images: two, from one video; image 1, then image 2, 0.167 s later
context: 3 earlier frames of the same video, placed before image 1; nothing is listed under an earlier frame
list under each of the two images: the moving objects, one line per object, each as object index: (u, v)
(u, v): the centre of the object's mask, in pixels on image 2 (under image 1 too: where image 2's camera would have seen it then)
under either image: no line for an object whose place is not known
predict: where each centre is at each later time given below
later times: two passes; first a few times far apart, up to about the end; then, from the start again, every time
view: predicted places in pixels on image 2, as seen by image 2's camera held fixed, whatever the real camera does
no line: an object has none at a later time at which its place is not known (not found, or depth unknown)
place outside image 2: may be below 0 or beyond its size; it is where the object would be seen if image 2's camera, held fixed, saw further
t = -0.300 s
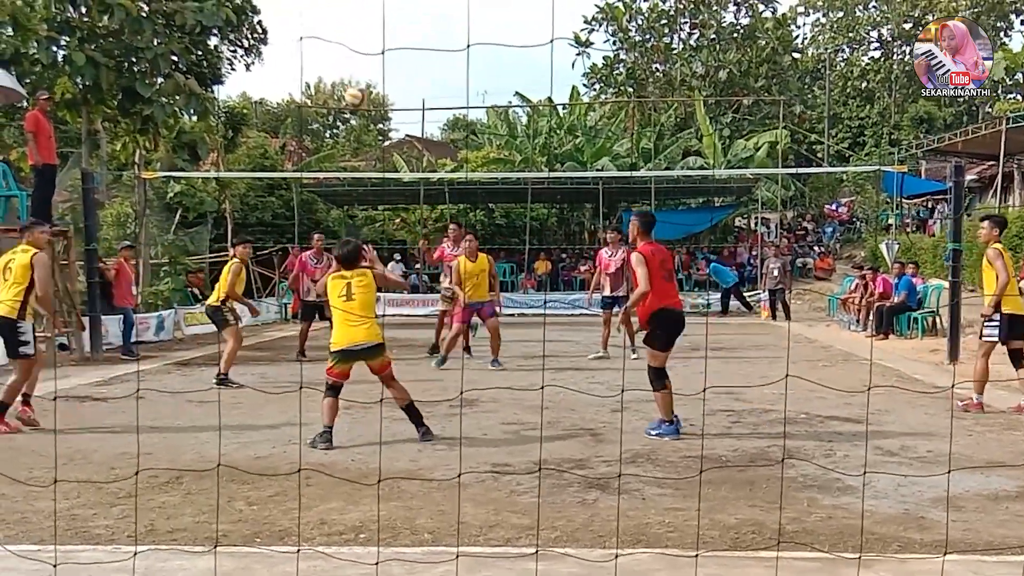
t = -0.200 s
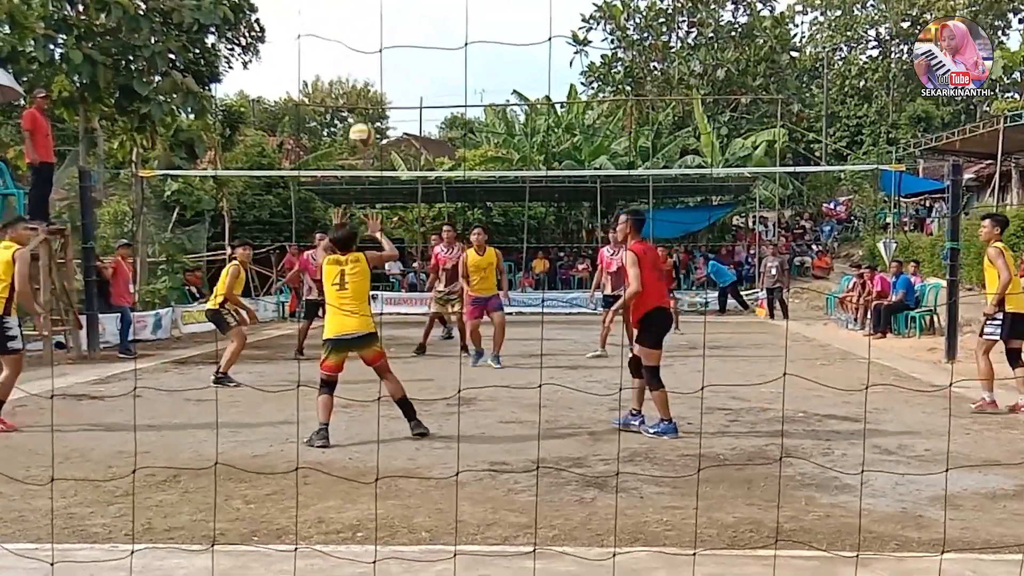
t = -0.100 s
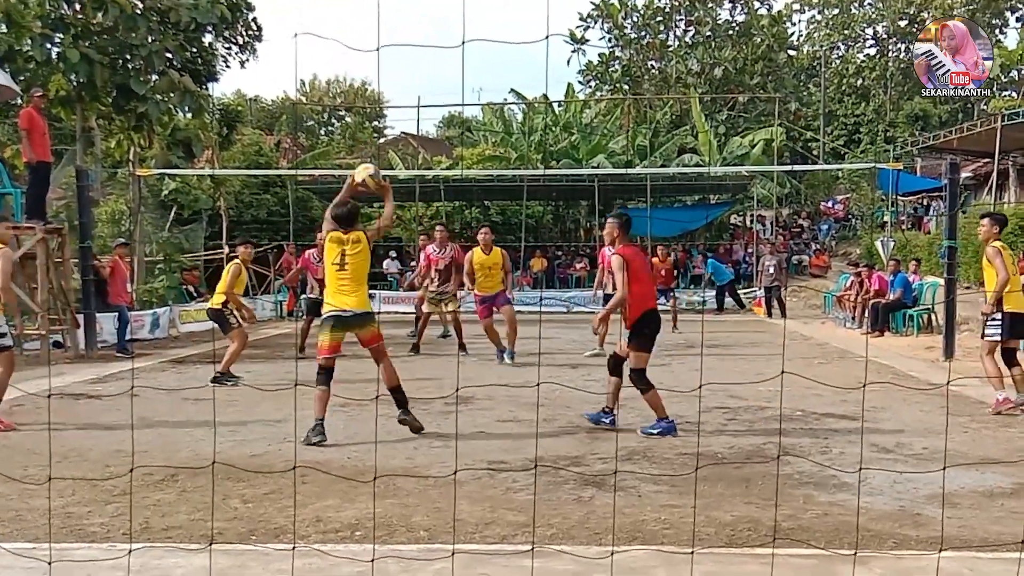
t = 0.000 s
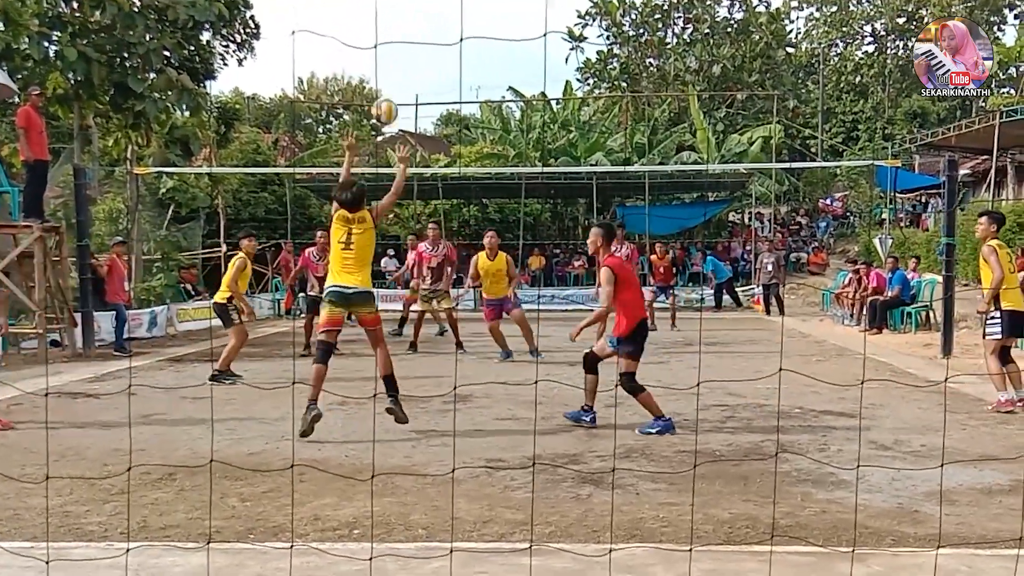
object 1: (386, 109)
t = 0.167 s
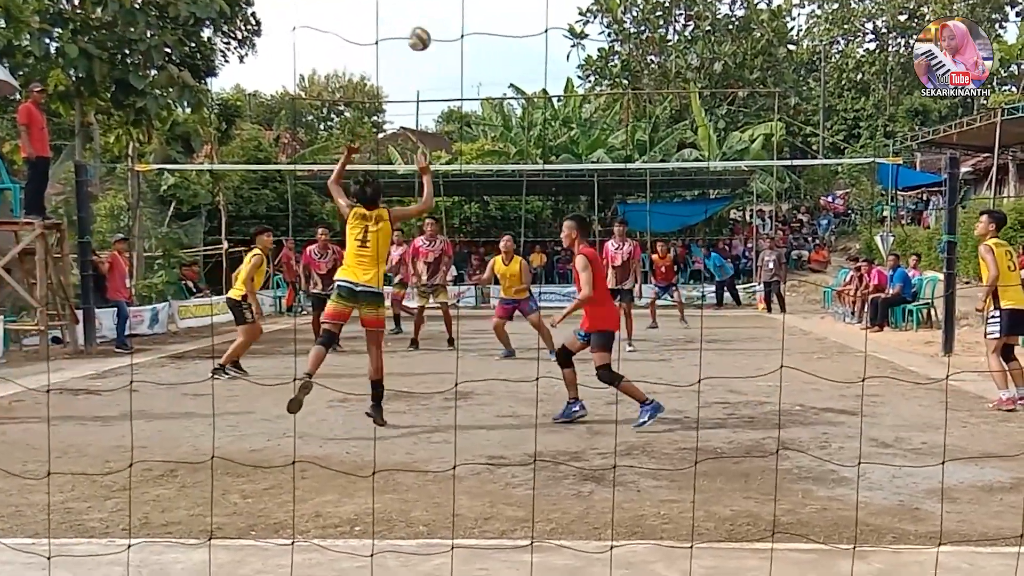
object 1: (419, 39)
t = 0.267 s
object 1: (436, 19)
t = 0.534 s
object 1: (476, 23)
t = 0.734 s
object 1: (502, 70)
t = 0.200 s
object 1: (425, 30)
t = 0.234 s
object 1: (430, 24)
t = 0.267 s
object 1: (436, 19)
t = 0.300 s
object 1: (441, 14)
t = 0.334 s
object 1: (447, 12)
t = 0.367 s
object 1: (452, 11)
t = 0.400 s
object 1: (457, 11)
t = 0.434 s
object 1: (462, 12)
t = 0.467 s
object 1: (467, 15)
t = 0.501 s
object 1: (472, 18)
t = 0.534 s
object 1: (476, 23)
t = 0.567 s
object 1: (481, 29)
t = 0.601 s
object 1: (487, 35)
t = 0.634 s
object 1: (490, 43)
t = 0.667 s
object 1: (493, 52)
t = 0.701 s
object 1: (497, 60)
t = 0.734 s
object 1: (502, 70)
